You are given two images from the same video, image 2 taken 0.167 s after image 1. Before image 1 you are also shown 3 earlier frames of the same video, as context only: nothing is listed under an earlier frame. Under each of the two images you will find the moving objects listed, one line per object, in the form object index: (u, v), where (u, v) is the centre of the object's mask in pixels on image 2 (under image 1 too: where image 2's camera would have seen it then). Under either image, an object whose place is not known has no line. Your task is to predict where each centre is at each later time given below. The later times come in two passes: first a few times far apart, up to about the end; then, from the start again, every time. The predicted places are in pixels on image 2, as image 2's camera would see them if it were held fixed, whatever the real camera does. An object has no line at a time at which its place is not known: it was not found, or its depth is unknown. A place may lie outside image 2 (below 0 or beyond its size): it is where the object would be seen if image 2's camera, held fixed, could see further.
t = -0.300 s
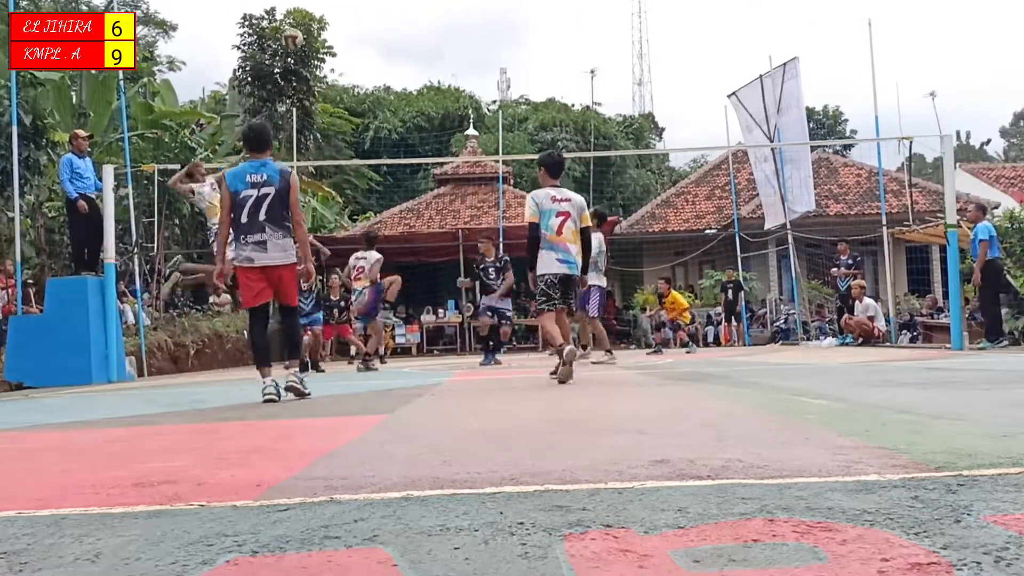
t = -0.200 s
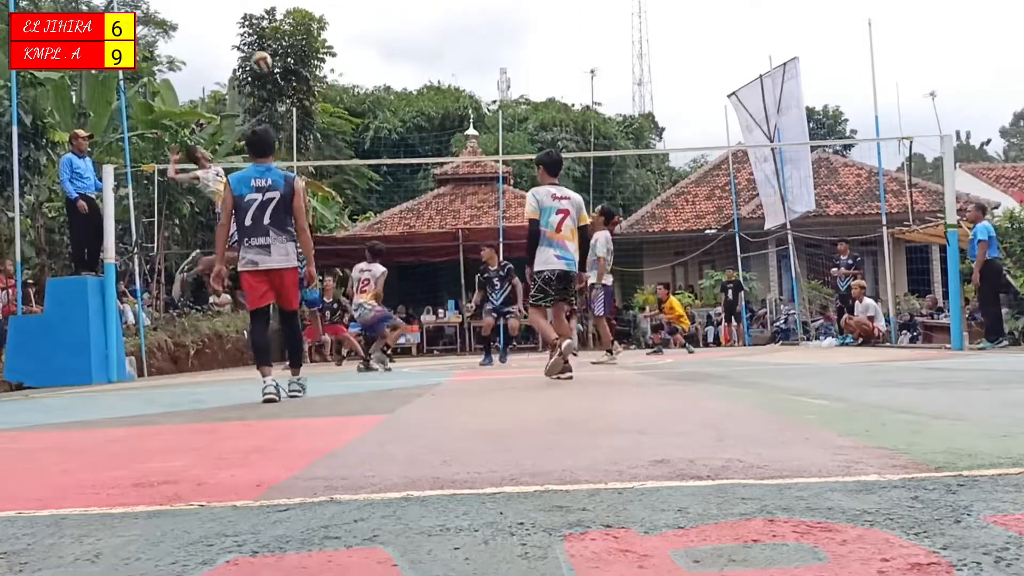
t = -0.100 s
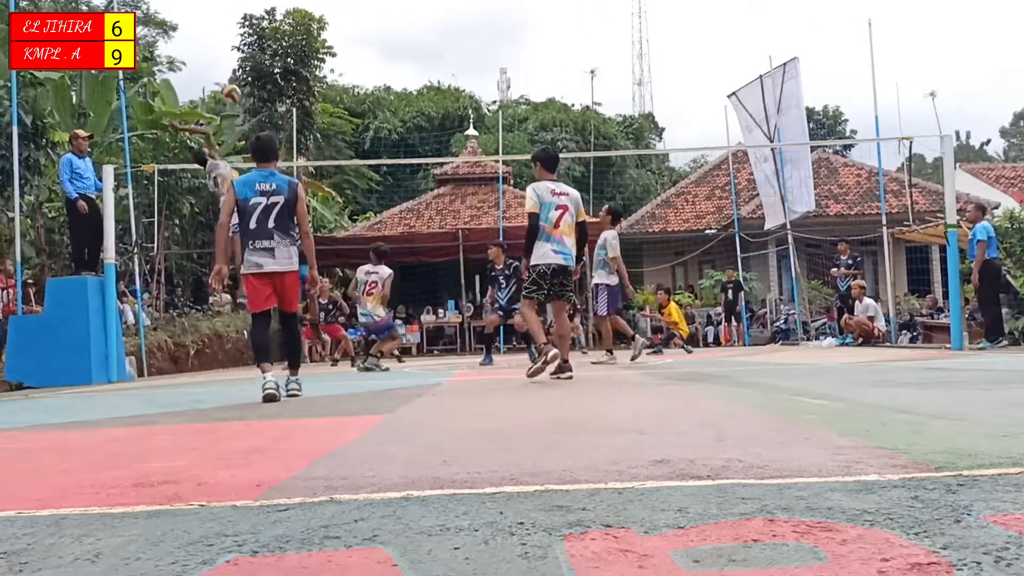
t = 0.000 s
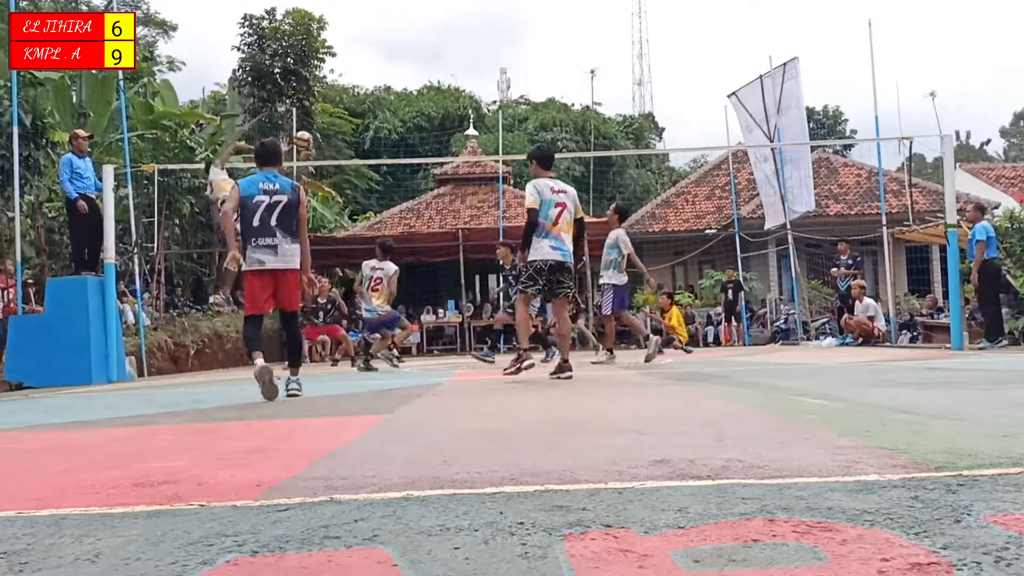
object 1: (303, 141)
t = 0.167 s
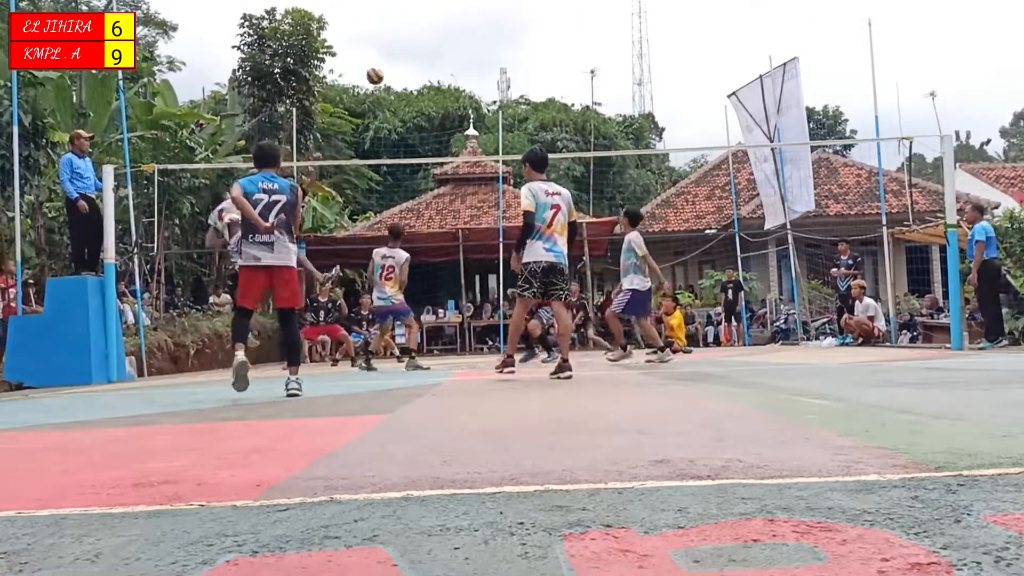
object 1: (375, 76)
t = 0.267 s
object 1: (415, 51)
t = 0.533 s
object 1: (515, 27)
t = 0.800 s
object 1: (603, 57)
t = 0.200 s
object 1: (388, 67)
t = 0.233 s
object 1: (402, 58)
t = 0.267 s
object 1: (415, 51)
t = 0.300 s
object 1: (428, 45)
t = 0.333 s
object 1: (441, 39)
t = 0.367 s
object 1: (454, 35)
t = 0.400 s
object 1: (466, 32)
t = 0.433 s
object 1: (479, 29)
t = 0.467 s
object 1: (491, 28)
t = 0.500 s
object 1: (503, 27)
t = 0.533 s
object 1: (515, 27)
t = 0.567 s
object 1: (526, 28)
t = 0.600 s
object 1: (537, 30)
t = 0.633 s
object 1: (549, 32)
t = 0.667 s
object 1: (560, 36)
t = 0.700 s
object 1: (571, 40)
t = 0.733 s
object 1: (582, 45)
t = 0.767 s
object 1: (592, 50)
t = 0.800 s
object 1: (603, 57)
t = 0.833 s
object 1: (613, 63)
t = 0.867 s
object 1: (623, 71)
